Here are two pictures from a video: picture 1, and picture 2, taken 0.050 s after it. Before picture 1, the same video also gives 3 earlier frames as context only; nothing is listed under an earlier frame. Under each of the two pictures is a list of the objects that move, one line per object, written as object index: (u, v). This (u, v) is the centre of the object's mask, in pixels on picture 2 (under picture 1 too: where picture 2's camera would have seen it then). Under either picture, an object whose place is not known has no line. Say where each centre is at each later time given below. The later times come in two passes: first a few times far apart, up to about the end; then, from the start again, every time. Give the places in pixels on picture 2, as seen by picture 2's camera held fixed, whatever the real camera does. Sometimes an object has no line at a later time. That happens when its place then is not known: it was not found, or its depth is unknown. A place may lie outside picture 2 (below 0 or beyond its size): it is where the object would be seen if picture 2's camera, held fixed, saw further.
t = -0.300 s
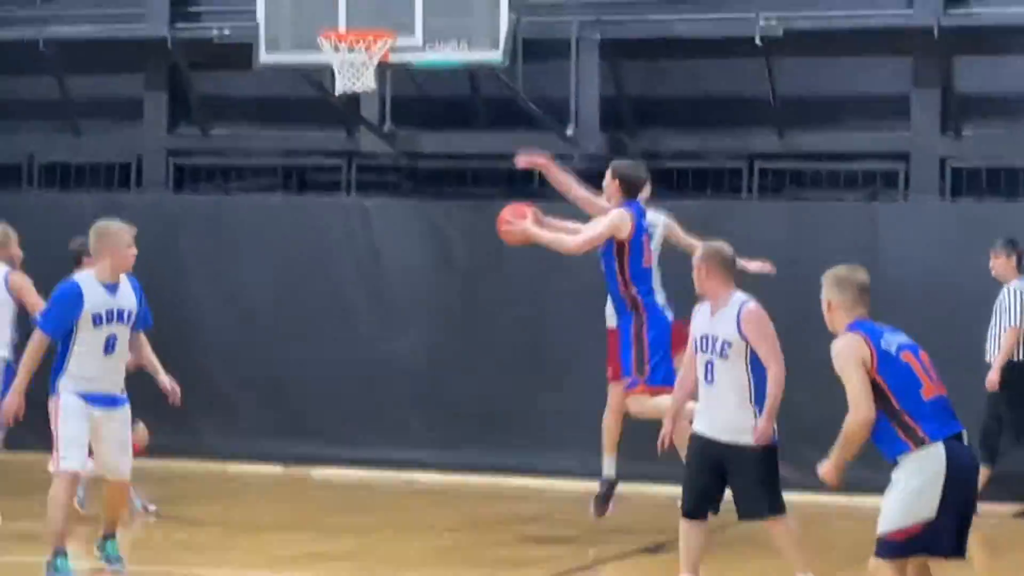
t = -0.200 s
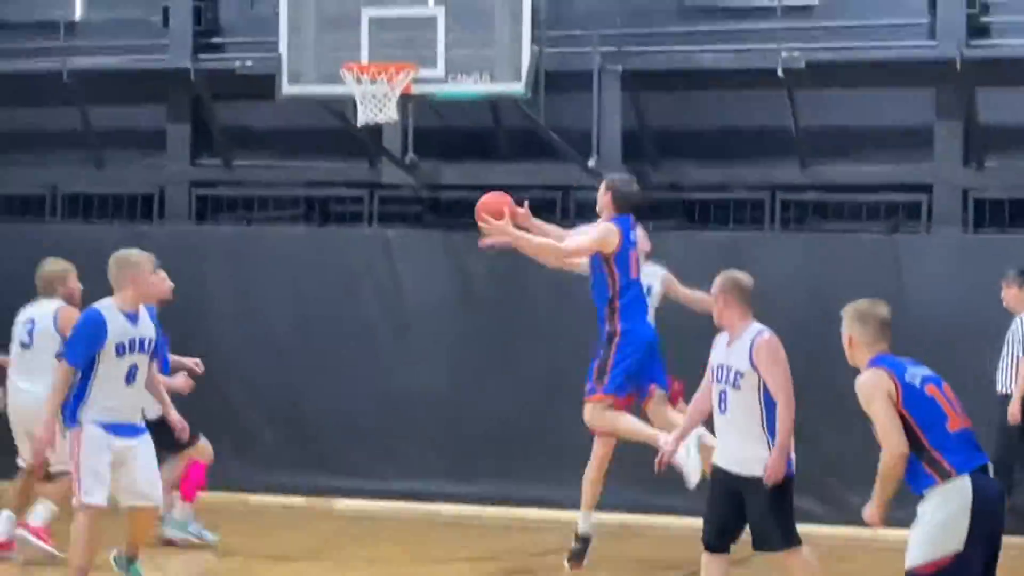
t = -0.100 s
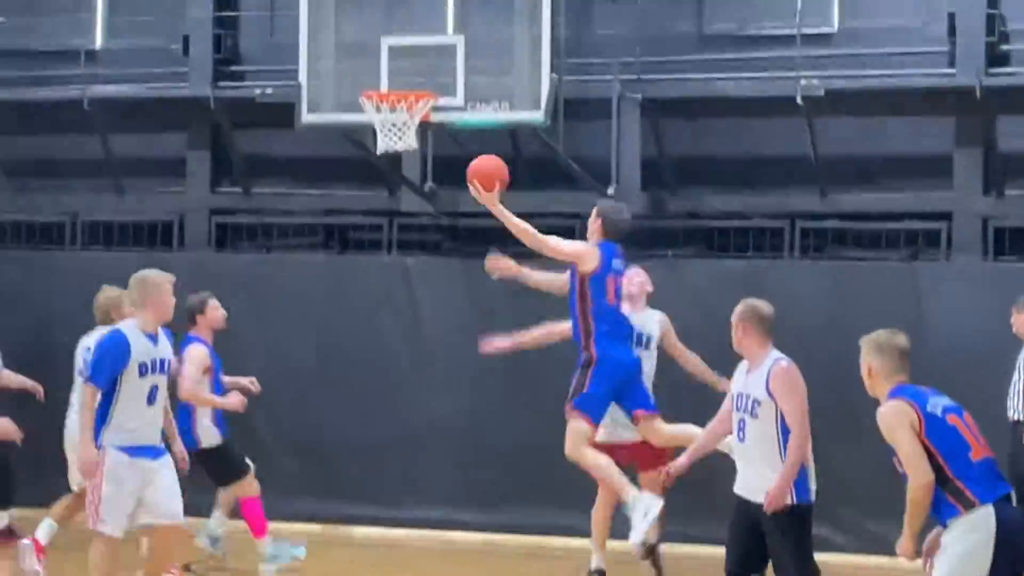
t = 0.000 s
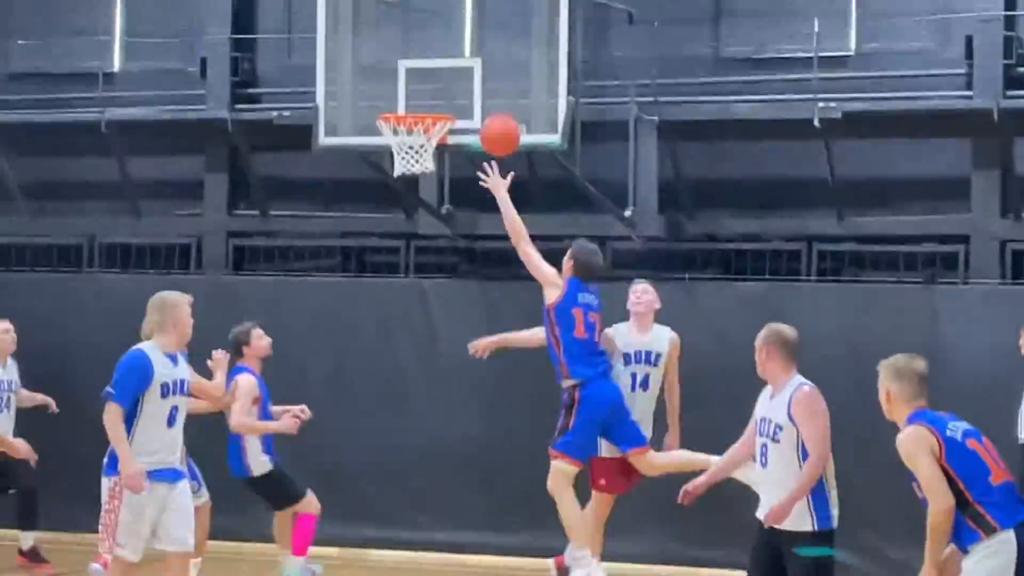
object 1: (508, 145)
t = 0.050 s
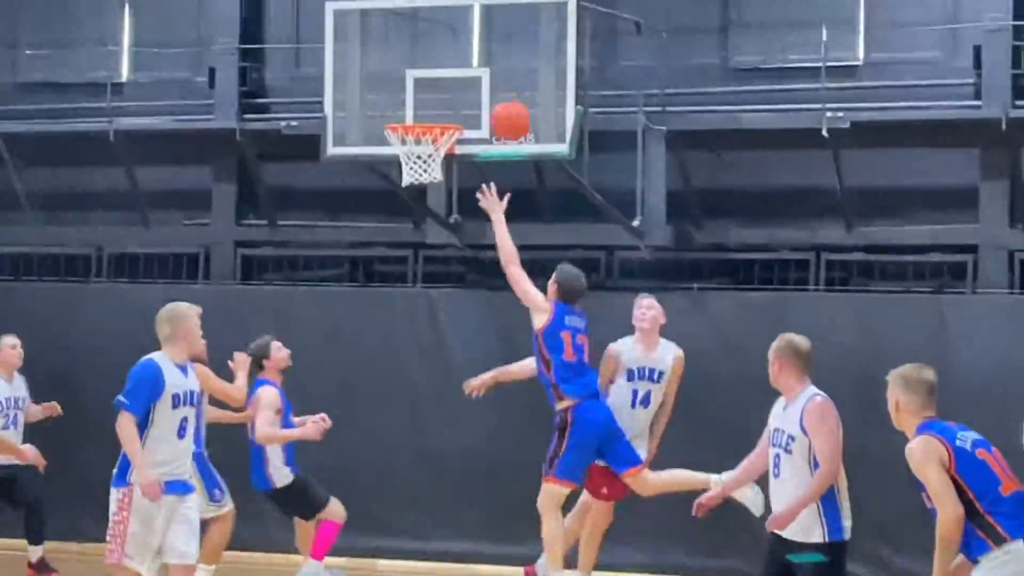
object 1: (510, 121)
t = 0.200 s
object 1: (514, 76)
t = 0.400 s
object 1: (517, 74)
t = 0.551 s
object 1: (471, 113)
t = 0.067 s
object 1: (510, 115)
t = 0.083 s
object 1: (511, 108)
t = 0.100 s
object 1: (512, 101)
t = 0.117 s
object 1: (512, 97)
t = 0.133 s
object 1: (512, 92)
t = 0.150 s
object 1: (513, 86)
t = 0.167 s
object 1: (513, 83)
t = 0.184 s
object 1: (514, 79)
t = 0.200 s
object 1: (514, 76)
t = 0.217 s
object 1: (516, 74)
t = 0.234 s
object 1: (516, 72)
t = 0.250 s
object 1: (516, 70)
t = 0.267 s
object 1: (516, 69)
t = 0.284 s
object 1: (517, 68)
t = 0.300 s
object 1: (517, 67)
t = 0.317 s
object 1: (517, 68)
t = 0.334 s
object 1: (517, 68)
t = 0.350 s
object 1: (518, 69)
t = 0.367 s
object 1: (518, 71)
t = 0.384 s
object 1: (519, 71)
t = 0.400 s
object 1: (517, 74)
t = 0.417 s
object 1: (513, 76)
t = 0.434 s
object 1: (507, 79)
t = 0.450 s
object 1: (502, 83)
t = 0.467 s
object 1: (497, 87)
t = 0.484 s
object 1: (492, 91)
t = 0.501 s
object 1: (486, 97)
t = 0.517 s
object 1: (482, 101)
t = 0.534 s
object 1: (476, 107)
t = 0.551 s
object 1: (471, 113)
